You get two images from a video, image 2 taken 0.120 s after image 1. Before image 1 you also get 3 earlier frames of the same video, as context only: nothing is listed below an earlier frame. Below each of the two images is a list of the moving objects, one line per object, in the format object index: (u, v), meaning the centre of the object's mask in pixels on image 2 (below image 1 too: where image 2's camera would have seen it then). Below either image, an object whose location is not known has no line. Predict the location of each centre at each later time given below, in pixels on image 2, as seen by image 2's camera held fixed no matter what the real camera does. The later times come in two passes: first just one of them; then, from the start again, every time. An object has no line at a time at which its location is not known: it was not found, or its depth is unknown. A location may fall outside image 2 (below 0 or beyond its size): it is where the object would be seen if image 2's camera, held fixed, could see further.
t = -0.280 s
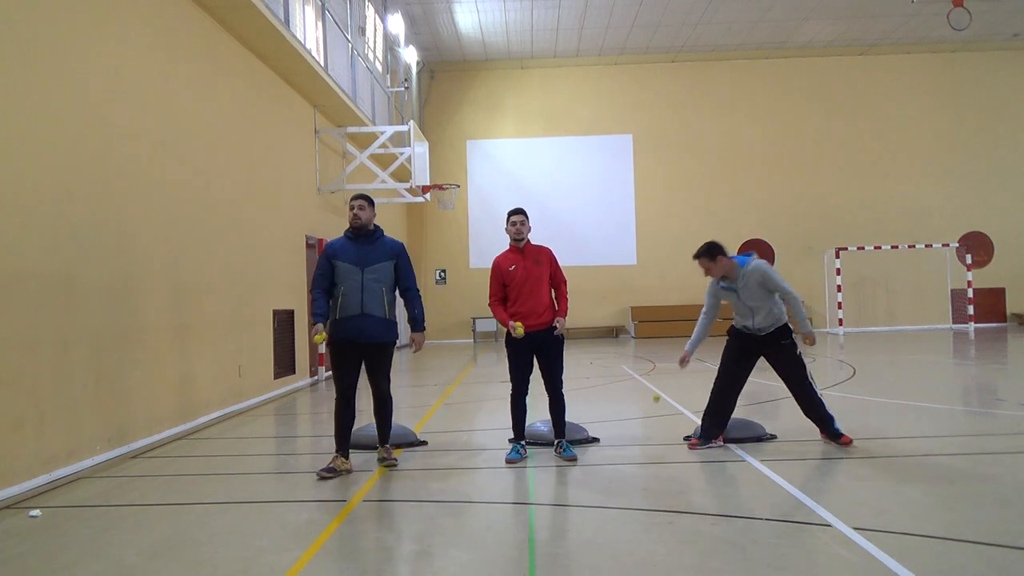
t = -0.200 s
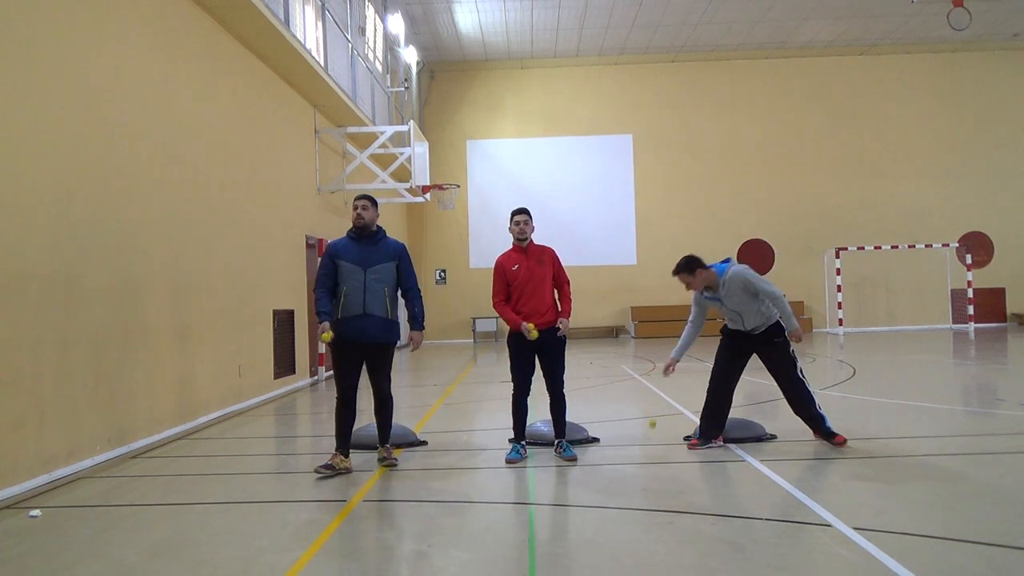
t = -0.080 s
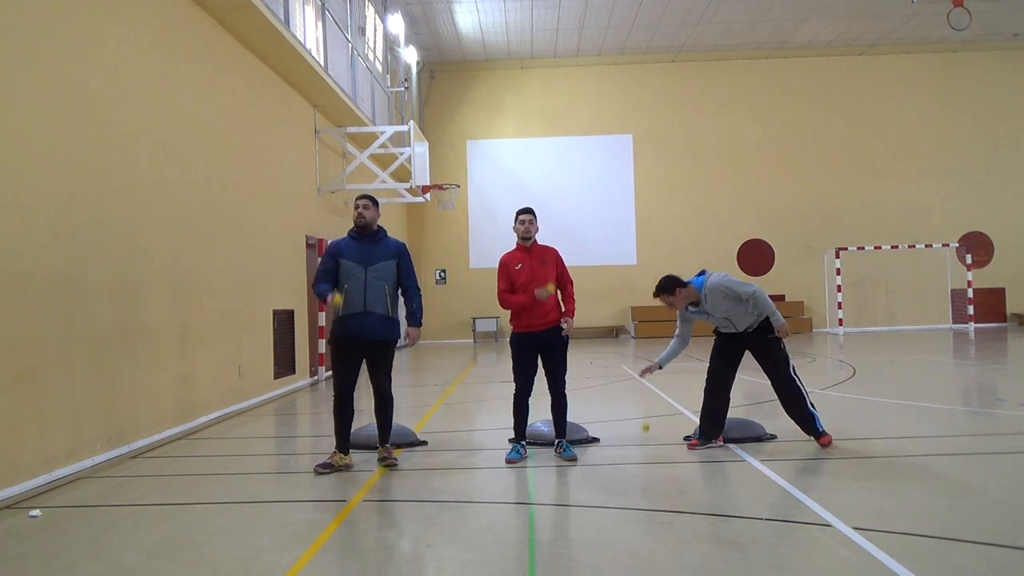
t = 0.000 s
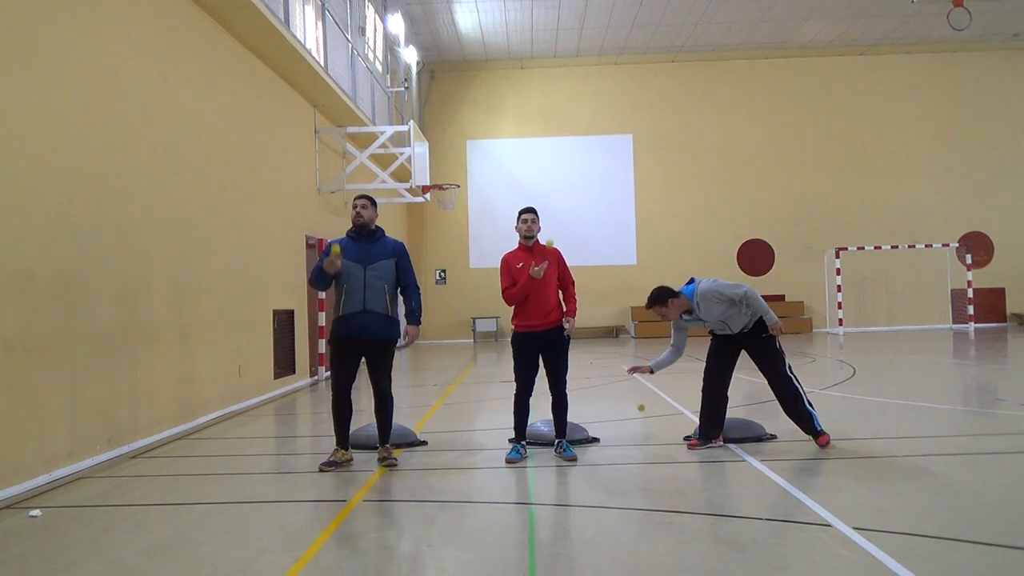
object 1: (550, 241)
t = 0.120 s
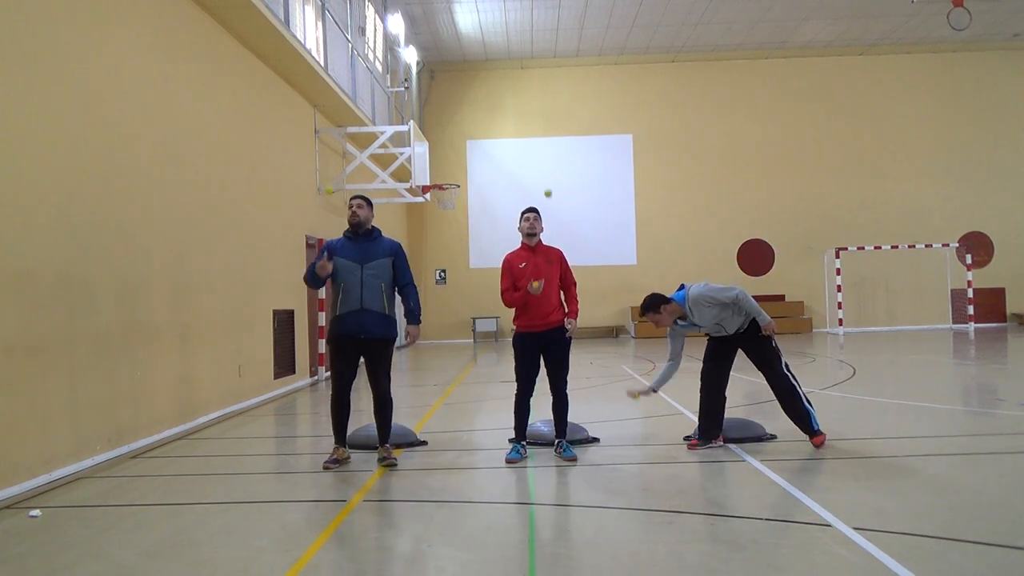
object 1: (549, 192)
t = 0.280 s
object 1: (549, 157)
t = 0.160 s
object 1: (554, 177)
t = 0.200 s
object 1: (551, 169)
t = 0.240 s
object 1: (550, 162)
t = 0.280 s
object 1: (549, 157)
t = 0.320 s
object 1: (548, 153)
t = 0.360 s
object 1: (549, 153)
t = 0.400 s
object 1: (549, 154)
